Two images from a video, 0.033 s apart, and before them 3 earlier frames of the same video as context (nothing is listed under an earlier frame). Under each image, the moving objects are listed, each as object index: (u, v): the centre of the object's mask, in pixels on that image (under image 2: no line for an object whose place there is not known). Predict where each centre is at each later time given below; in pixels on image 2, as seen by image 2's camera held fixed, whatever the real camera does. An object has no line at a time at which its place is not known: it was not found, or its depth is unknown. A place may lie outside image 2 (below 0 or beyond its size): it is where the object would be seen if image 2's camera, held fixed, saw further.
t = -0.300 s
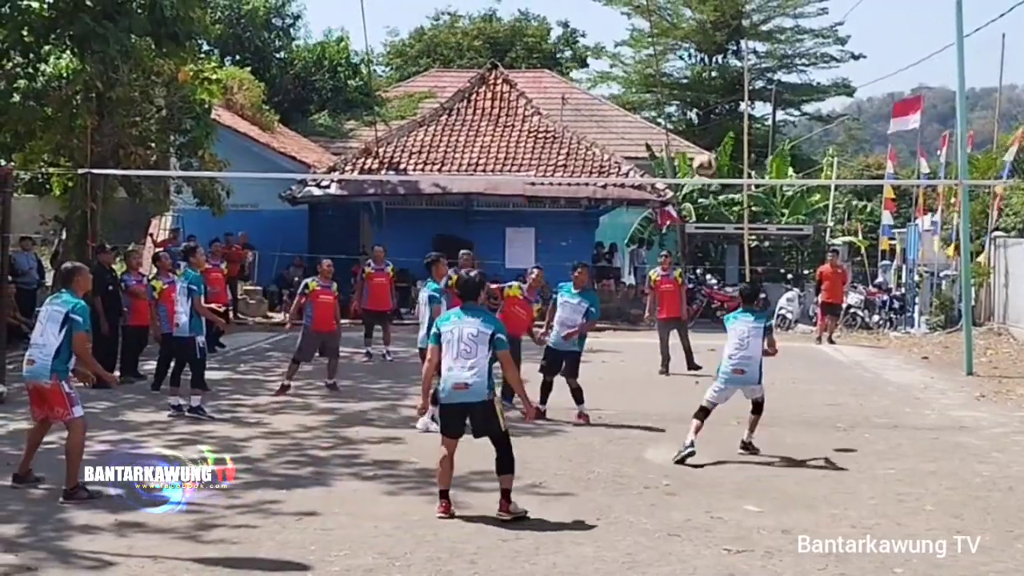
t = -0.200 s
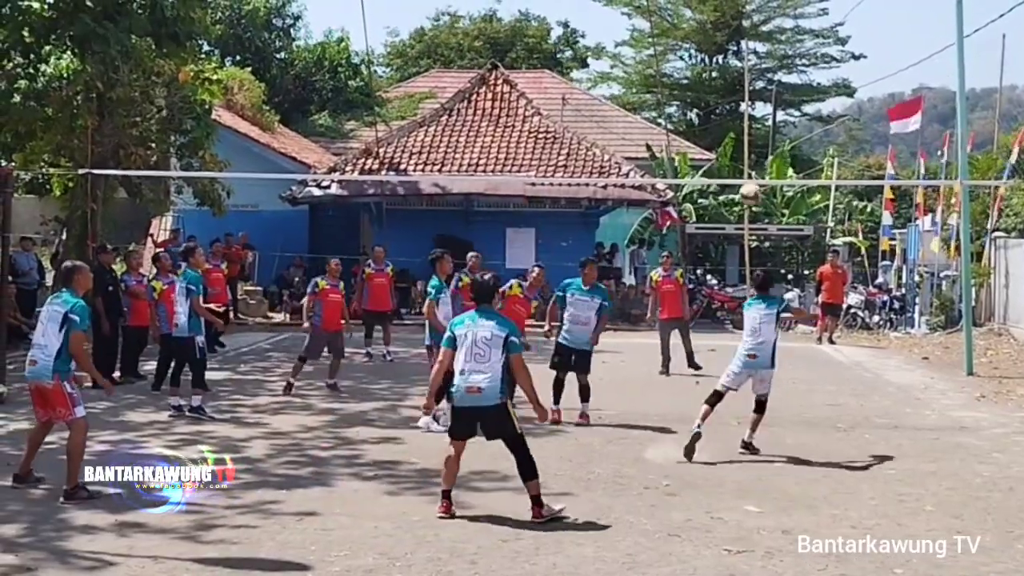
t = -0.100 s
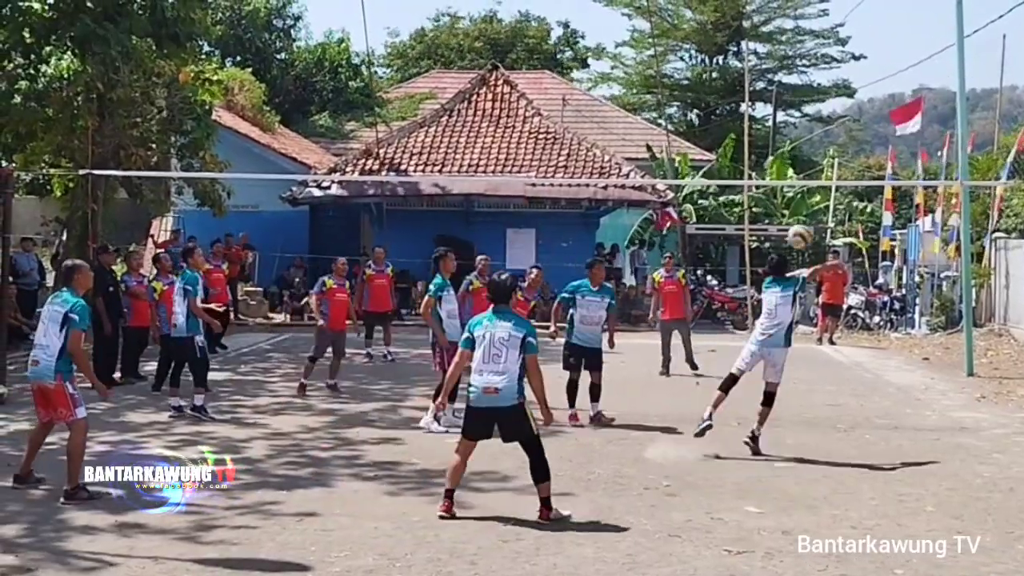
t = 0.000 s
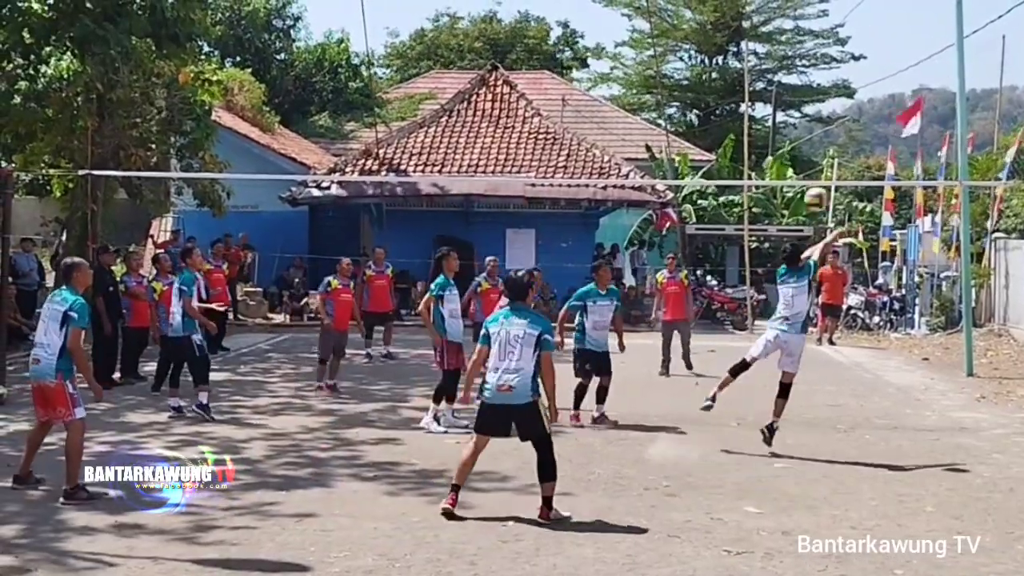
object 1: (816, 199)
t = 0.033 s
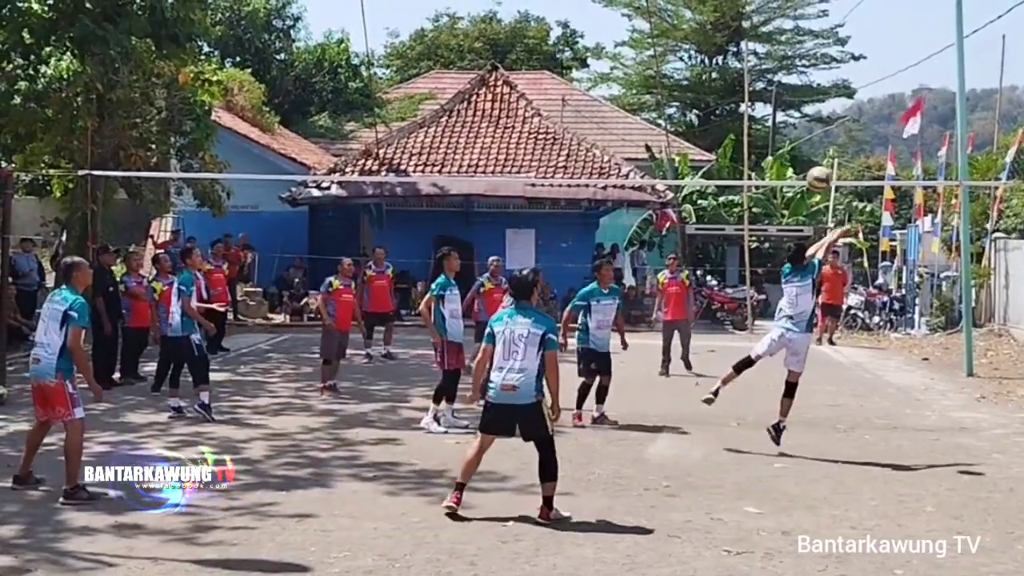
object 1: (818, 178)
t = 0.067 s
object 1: (821, 159)
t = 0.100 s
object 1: (823, 140)
